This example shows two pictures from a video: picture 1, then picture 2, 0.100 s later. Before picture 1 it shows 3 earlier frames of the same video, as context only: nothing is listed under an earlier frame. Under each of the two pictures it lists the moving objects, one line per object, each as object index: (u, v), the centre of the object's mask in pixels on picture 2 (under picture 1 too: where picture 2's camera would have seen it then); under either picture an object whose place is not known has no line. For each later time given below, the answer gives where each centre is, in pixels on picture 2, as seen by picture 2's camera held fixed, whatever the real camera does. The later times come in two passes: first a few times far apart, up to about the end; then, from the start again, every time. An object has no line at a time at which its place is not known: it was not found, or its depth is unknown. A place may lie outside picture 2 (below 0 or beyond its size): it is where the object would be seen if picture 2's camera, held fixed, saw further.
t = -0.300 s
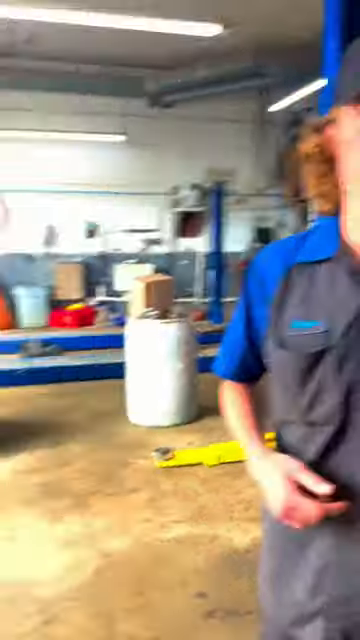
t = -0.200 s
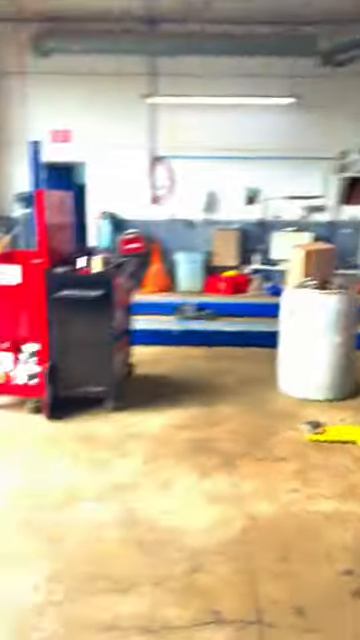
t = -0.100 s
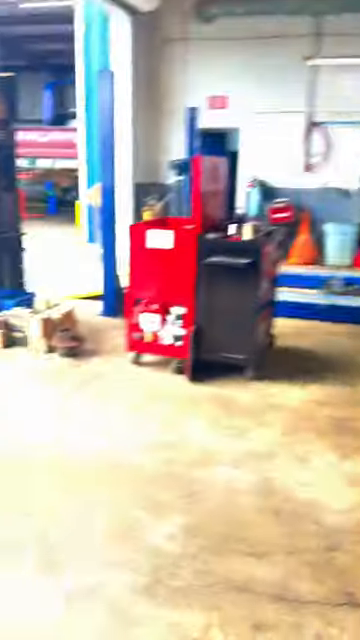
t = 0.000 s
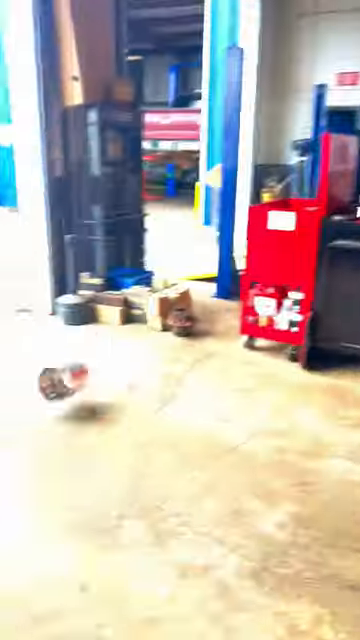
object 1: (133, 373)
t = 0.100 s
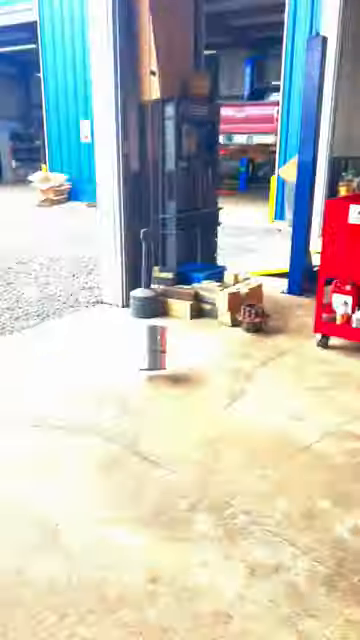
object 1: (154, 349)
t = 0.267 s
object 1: (175, 309)
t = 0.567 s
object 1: (206, 286)
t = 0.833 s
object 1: (205, 295)
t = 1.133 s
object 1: (203, 306)
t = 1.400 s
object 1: (204, 306)
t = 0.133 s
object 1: (159, 345)
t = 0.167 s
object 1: (164, 339)
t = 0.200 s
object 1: (167, 333)
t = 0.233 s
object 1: (170, 320)
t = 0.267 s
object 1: (175, 309)
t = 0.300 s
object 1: (178, 303)
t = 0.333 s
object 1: (183, 299)
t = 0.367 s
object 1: (183, 297)
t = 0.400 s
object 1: (189, 288)
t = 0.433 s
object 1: (192, 285)
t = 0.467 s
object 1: (197, 284)
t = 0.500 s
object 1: (202, 286)
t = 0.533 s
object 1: (204, 287)
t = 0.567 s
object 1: (206, 286)
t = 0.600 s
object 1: (206, 286)
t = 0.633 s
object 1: (206, 285)
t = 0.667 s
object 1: (206, 286)
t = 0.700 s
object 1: (206, 286)
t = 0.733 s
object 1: (204, 288)
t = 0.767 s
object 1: (204, 290)
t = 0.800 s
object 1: (204, 291)
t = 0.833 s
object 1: (205, 295)
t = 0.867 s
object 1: (204, 298)
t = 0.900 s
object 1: (204, 302)
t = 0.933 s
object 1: (204, 305)
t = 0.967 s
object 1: (204, 305)
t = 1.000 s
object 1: (204, 306)
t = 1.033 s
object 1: (204, 307)
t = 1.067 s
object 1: (203, 307)
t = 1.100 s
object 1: (203, 307)
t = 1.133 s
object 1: (203, 306)
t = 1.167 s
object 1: (203, 306)
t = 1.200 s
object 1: (203, 306)
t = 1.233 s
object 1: (203, 306)
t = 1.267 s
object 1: (203, 306)
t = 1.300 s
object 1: (203, 306)
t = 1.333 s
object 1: (204, 306)
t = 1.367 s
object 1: (204, 306)
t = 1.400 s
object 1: (204, 306)
